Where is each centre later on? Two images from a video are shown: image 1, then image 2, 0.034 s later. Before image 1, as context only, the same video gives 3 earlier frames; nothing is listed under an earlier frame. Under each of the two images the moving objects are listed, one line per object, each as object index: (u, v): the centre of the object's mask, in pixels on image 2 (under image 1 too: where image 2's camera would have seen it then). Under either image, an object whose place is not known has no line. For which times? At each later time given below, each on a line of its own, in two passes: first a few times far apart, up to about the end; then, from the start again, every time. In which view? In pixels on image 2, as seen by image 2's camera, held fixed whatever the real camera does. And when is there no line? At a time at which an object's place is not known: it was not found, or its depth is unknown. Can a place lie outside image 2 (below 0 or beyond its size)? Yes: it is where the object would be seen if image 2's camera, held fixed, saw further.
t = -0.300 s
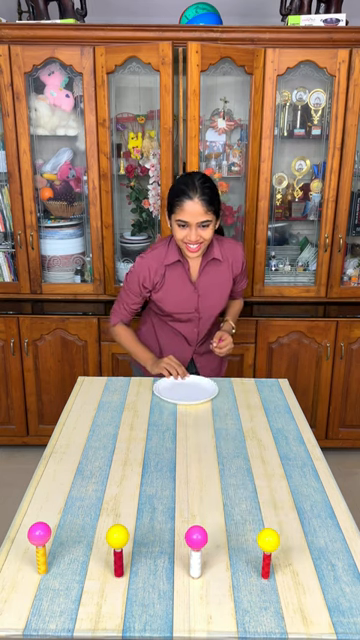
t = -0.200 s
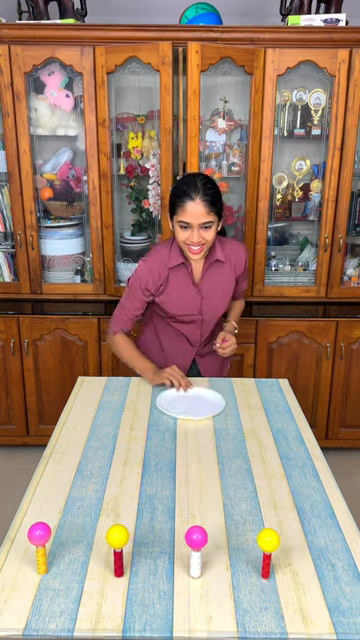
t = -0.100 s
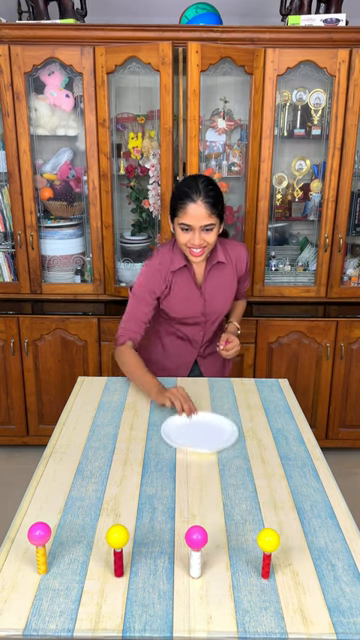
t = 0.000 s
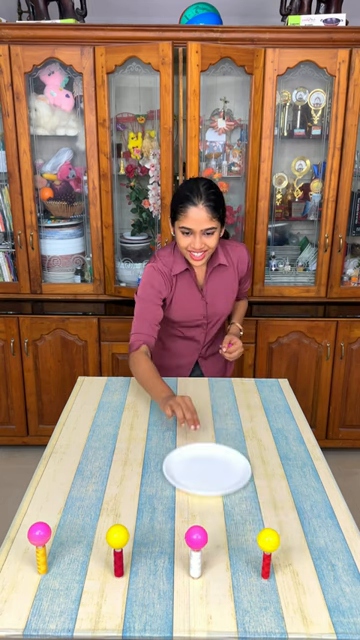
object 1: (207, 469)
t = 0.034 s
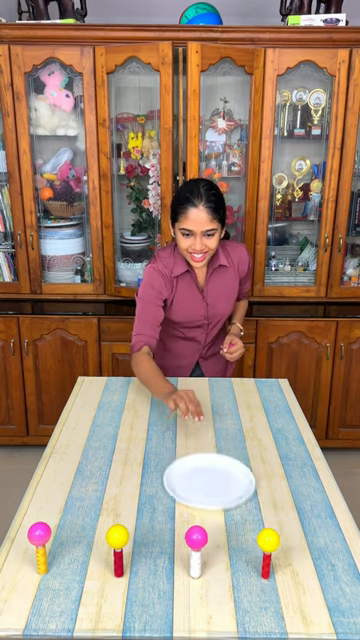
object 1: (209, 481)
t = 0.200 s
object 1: (219, 532)
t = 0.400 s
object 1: (221, 547)
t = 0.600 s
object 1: (223, 547)
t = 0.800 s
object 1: (222, 549)
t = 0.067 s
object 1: (211, 494)
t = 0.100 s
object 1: (214, 504)
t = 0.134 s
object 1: (217, 514)
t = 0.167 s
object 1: (218, 523)
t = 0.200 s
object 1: (219, 532)
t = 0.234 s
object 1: (220, 539)
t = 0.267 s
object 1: (218, 543)
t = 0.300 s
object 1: (219, 546)
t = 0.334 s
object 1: (220, 547)
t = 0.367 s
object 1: (220, 547)
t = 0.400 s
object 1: (221, 547)
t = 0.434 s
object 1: (221, 547)
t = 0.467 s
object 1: (221, 547)
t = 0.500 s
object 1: (221, 547)
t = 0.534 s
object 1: (223, 547)
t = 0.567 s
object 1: (223, 547)
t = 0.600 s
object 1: (223, 547)
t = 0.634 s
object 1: (222, 549)
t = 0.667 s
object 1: (222, 549)
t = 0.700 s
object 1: (220, 549)
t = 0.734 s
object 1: (222, 549)
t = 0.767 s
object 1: (222, 549)
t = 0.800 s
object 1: (222, 549)
